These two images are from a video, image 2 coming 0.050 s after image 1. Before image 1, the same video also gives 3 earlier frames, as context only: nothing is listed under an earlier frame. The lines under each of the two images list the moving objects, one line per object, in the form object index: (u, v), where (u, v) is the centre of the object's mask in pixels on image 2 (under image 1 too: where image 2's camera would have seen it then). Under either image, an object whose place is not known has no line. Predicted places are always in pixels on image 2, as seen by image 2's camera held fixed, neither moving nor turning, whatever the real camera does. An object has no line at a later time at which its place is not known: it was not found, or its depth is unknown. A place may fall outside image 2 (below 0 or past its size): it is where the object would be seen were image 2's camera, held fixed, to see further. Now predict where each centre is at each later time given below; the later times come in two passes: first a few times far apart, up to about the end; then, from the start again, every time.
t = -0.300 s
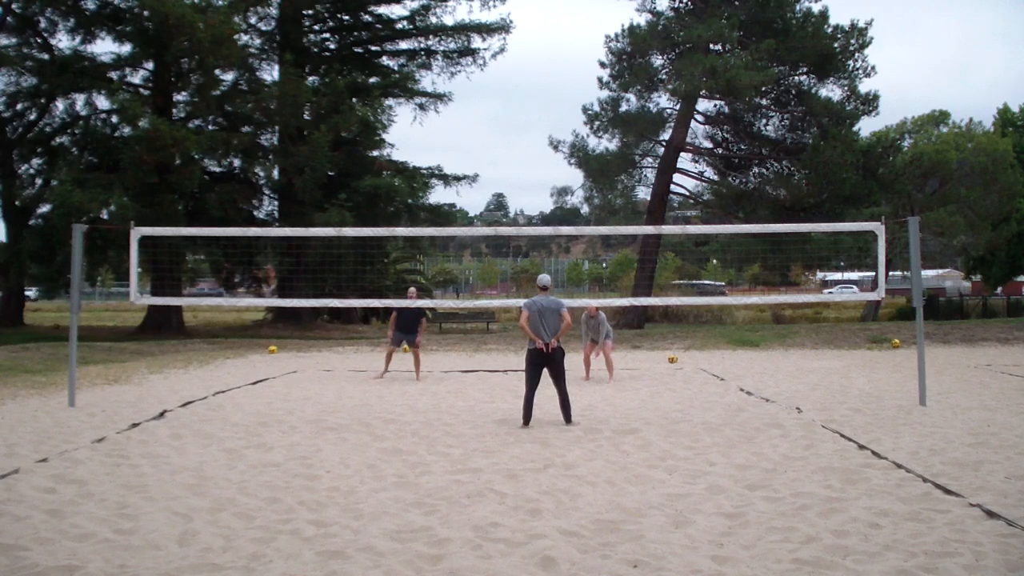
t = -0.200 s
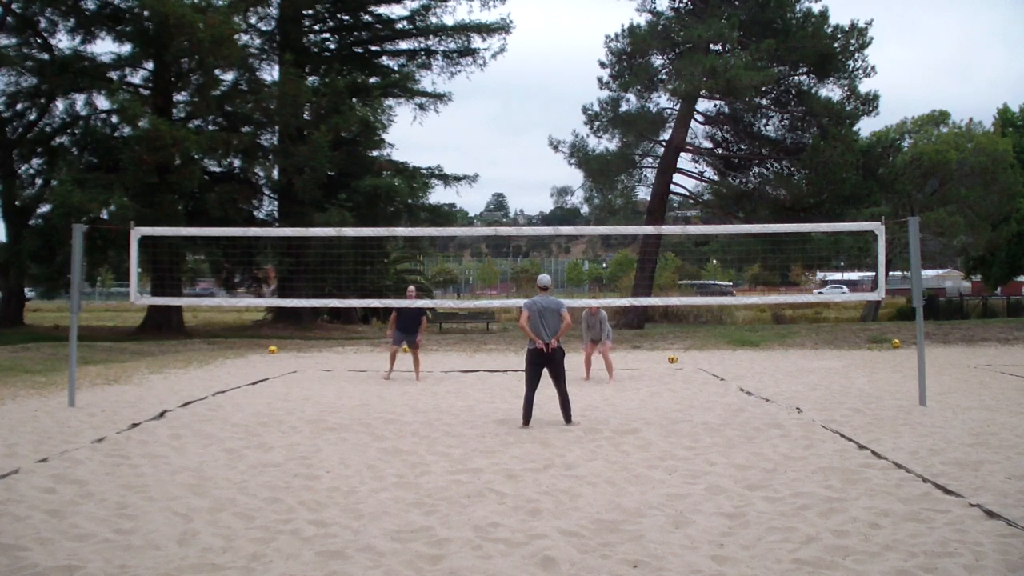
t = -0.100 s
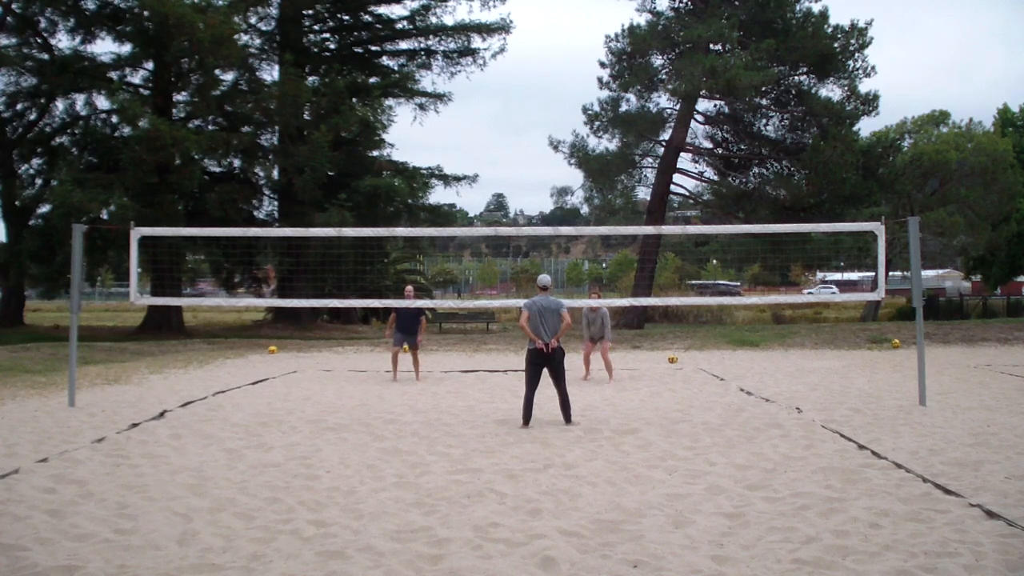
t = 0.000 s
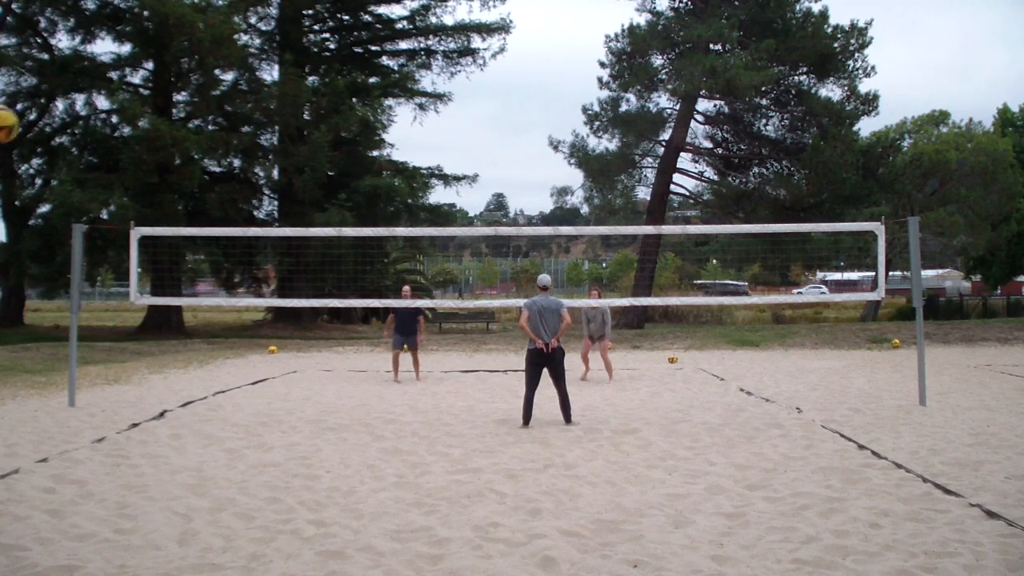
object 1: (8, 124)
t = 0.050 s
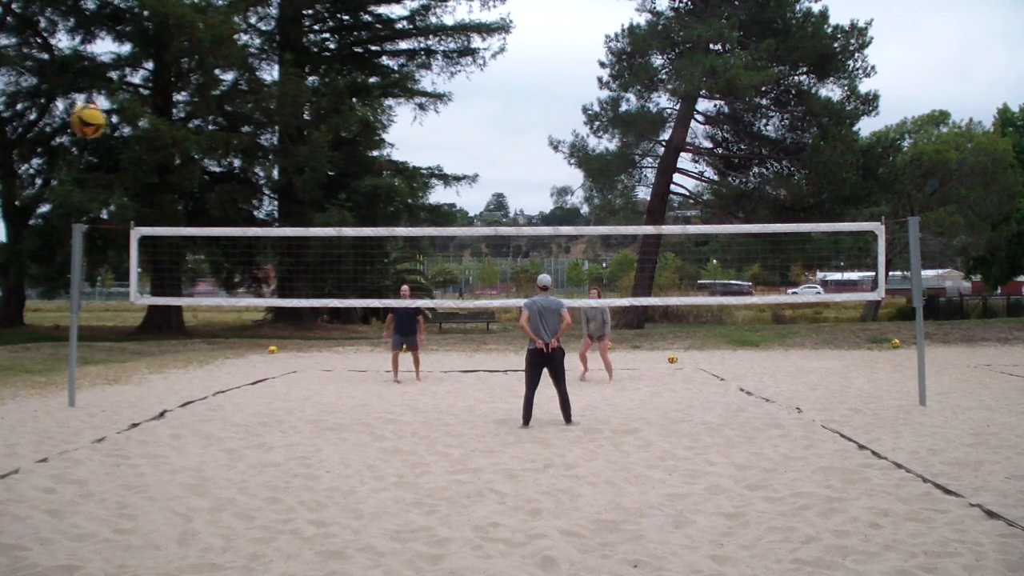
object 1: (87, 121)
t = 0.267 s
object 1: (317, 141)
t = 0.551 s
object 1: (447, 214)
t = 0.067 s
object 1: (113, 121)
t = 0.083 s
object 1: (137, 120)
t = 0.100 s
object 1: (159, 121)
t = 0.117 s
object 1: (180, 121)
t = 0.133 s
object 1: (199, 122)
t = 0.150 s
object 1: (217, 124)
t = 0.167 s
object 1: (234, 125)
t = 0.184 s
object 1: (250, 127)
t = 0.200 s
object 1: (265, 130)
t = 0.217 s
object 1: (279, 132)
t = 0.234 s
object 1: (292, 135)
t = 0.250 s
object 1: (305, 138)
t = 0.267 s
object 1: (317, 141)
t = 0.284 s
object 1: (328, 144)
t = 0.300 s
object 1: (338, 147)
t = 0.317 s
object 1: (348, 151)
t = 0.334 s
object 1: (358, 154)
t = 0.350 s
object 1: (367, 158)
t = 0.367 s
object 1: (375, 163)
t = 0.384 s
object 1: (384, 167)
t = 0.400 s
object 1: (391, 171)
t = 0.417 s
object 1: (398, 176)
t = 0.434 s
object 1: (405, 180)
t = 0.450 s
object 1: (412, 185)
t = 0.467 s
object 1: (419, 190)
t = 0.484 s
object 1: (425, 194)
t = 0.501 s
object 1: (431, 199)
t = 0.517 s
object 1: (436, 204)
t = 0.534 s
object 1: (442, 209)
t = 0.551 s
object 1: (447, 214)
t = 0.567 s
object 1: (452, 218)
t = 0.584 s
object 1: (457, 221)
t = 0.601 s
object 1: (461, 224)
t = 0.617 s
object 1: (467, 233)
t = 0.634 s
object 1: (471, 240)
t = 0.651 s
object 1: (475, 243)
